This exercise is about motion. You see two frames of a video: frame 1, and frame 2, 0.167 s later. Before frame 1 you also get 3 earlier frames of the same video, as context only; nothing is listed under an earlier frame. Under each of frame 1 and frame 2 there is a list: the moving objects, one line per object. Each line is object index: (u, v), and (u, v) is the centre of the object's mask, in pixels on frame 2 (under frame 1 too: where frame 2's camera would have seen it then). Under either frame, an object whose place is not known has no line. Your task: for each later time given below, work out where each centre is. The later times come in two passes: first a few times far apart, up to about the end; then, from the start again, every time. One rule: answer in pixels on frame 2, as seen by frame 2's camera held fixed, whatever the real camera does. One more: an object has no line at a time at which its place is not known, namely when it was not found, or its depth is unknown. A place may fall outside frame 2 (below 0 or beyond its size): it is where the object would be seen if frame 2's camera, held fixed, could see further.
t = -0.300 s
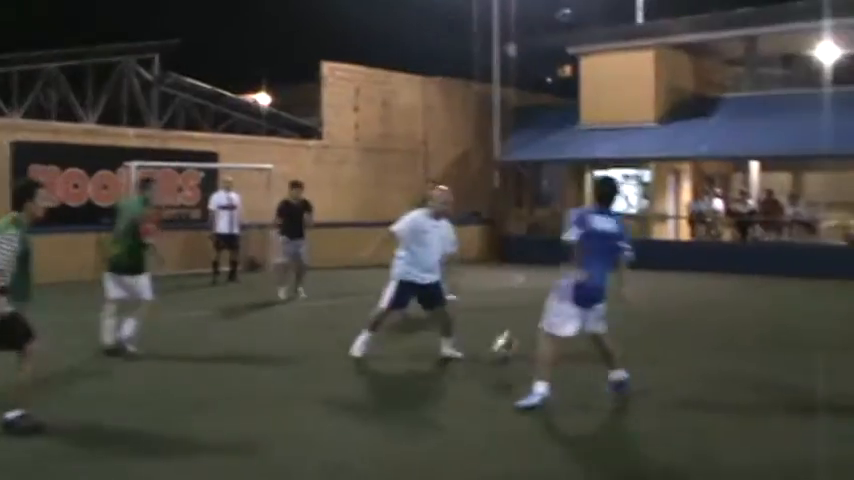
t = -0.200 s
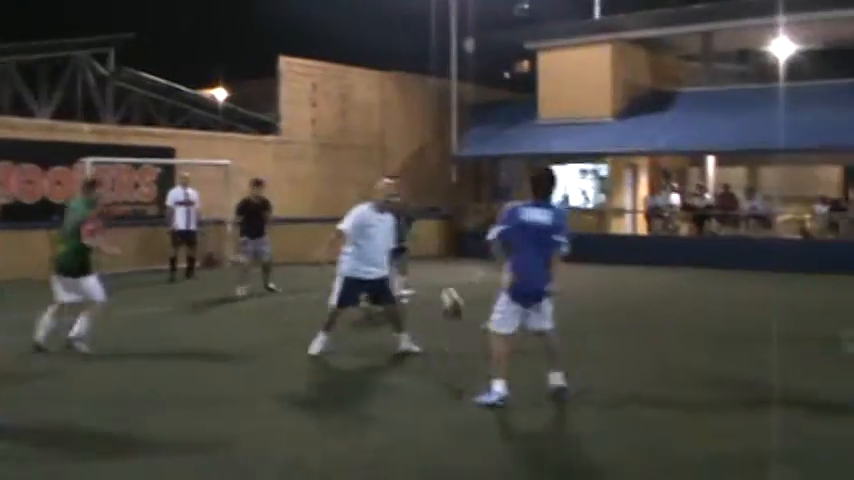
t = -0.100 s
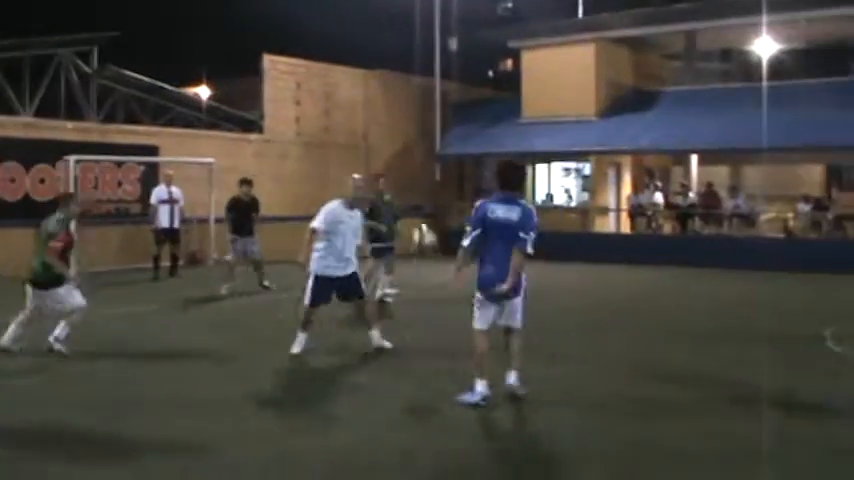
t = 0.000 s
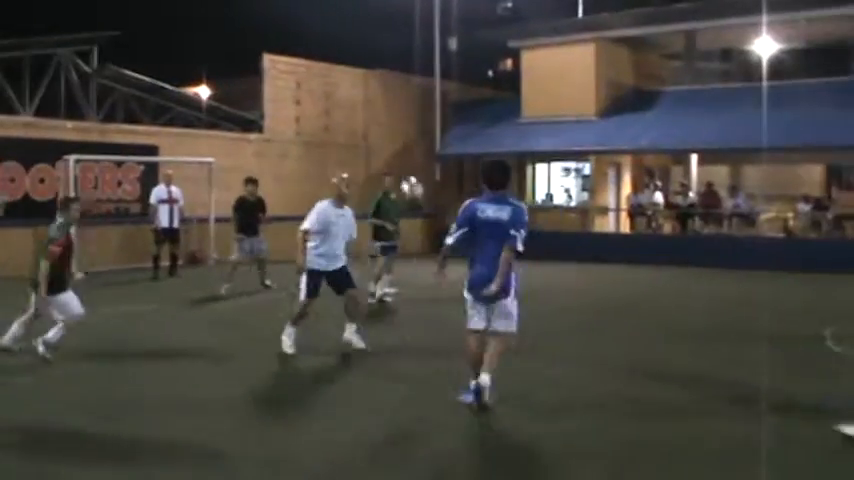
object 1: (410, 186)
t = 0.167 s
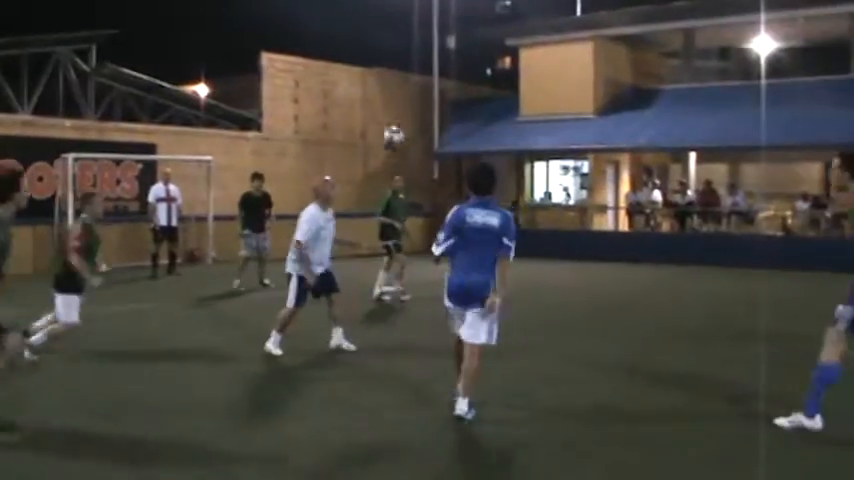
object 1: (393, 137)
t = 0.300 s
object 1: (380, 124)
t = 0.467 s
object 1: (363, 130)
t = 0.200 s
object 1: (389, 133)
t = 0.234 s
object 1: (386, 129)
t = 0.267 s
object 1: (382, 125)
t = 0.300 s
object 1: (380, 124)
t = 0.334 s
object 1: (375, 123)
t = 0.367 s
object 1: (373, 122)
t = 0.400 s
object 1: (369, 125)
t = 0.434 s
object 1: (366, 126)
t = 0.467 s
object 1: (363, 130)
